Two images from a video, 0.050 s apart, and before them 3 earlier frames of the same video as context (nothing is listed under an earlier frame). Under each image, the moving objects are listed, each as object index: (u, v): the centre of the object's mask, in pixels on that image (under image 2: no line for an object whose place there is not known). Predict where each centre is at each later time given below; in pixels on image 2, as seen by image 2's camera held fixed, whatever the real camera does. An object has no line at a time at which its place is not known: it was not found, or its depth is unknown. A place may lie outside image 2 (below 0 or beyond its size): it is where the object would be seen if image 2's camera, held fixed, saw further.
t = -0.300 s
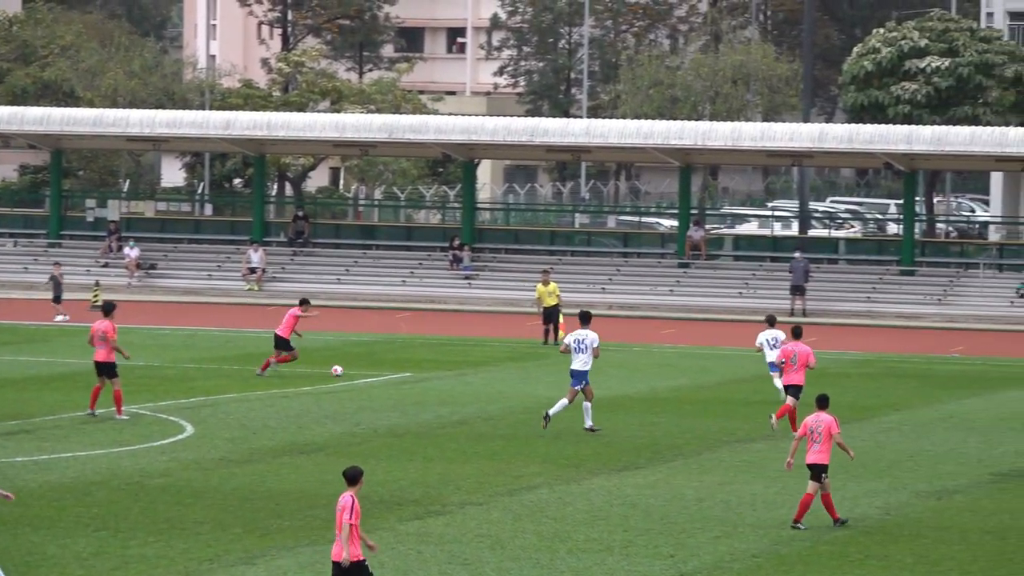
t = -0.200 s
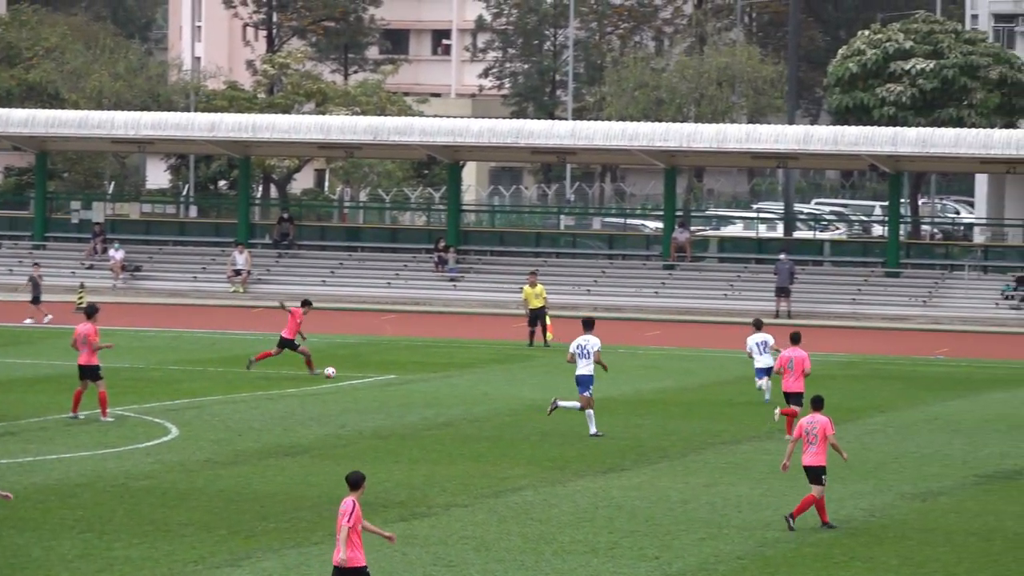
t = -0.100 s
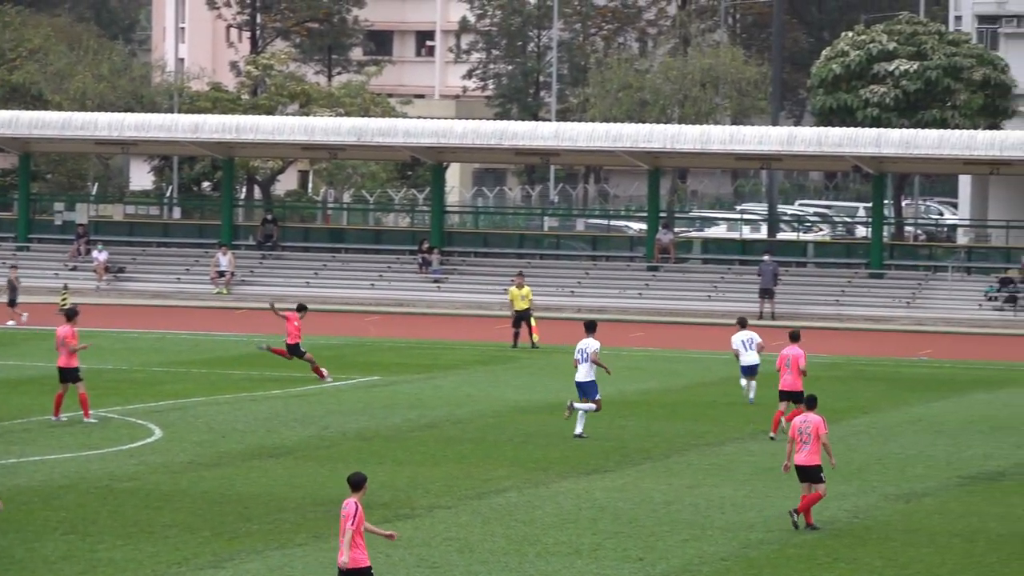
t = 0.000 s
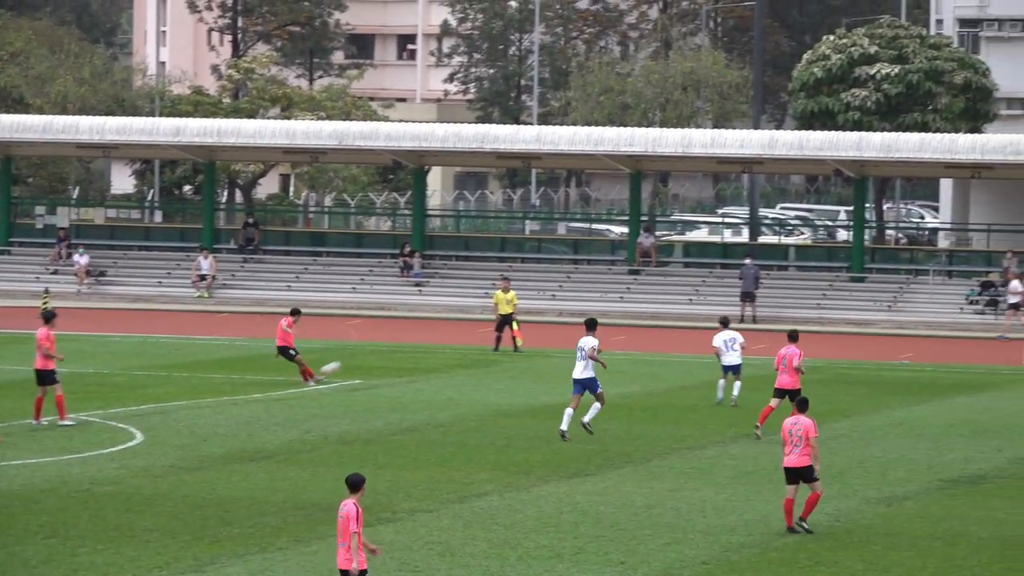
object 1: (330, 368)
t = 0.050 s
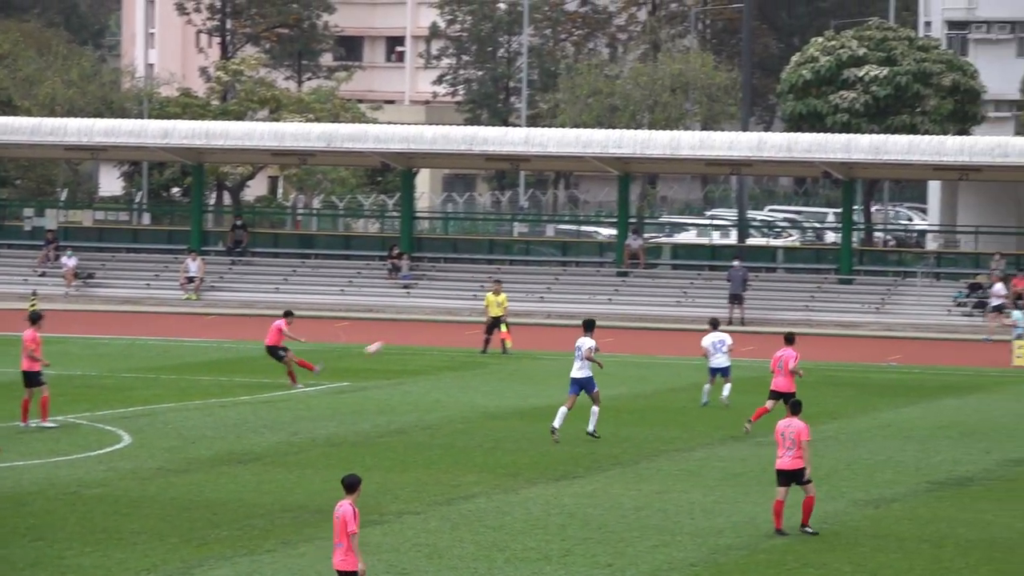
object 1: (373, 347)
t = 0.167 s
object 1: (500, 300)
